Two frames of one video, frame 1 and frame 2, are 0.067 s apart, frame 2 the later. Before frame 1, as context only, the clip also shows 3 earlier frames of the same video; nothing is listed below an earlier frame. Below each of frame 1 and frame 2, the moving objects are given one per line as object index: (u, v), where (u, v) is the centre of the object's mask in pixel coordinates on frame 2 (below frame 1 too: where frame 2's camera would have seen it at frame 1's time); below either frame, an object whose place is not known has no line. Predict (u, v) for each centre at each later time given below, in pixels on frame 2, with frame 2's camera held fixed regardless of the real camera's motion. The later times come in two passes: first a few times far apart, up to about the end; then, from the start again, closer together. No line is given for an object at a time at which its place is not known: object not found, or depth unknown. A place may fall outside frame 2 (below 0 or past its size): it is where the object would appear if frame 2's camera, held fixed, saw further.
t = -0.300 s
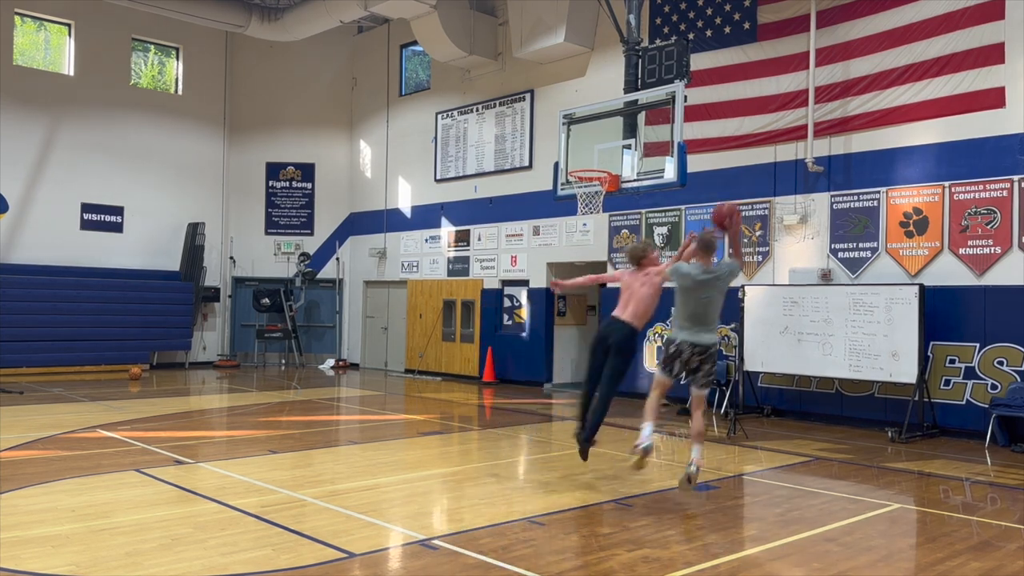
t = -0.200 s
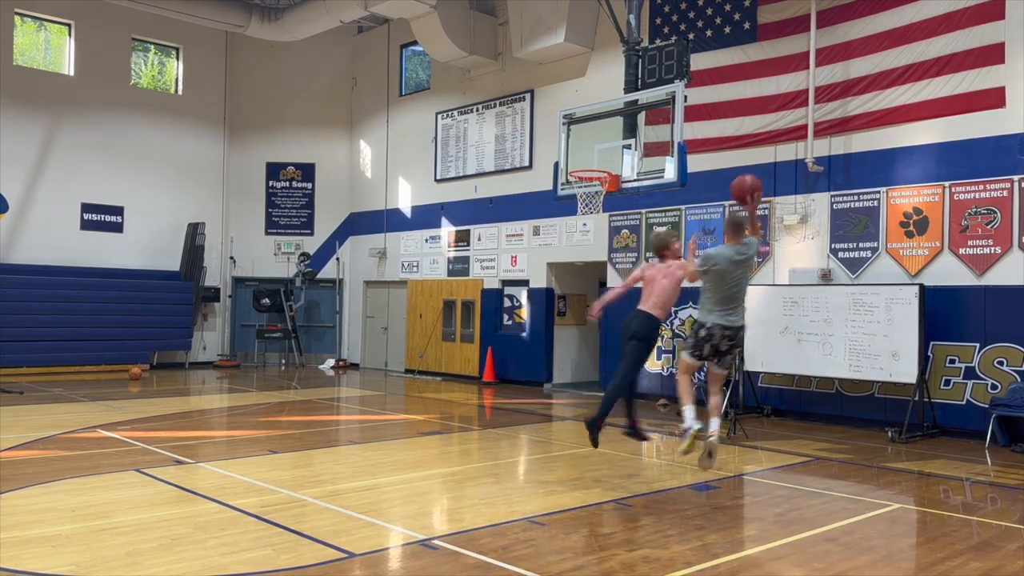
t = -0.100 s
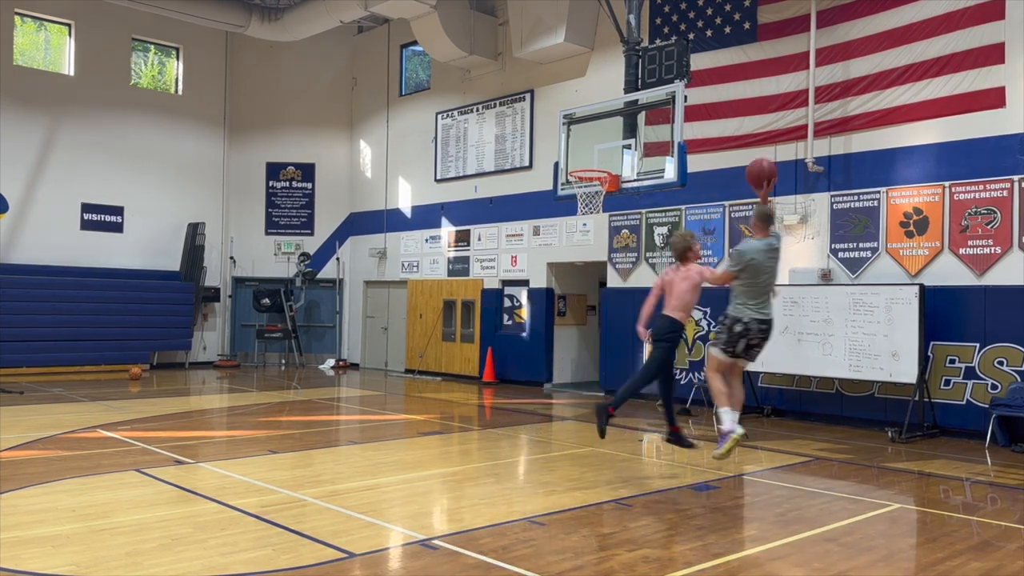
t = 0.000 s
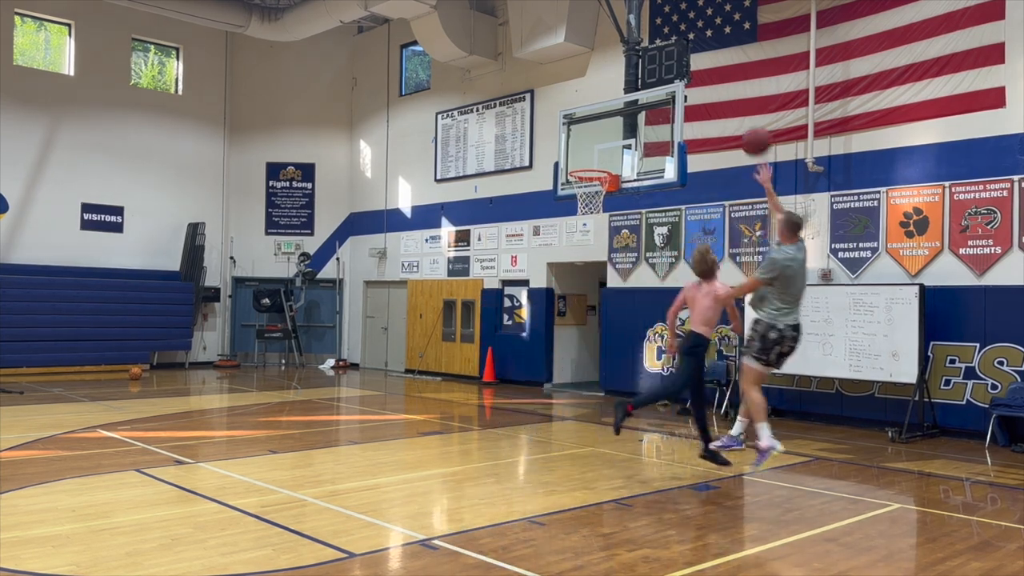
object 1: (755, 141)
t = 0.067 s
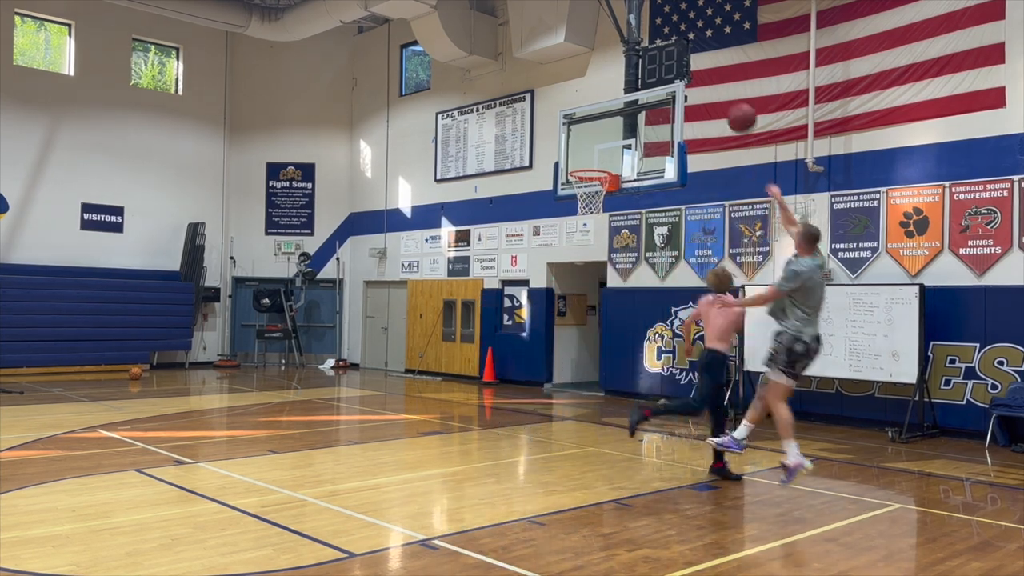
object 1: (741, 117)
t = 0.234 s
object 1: (710, 88)
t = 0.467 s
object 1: (673, 98)
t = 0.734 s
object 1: (616, 142)
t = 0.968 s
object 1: (574, 190)
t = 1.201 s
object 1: (533, 277)
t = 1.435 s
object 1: (486, 434)
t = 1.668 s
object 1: (455, 366)
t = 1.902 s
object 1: (424, 288)
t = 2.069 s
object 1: (357, 302)
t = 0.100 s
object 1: (735, 110)
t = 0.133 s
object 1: (729, 101)
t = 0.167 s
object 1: (722, 96)
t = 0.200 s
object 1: (716, 91)
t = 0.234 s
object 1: (710, 88)
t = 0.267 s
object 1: (704, 86)
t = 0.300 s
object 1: (698, 86)
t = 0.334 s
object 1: (693, 86)
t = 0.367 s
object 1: (688, 88)
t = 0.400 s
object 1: (683, 90)
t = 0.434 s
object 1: (678, 94)
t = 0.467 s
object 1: (673, 98)
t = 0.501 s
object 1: (668, 103)
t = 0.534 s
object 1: (664, 110)
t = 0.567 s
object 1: (656, 112)
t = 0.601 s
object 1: (648, 117)
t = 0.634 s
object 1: (641, 122)
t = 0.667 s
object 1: (633, 128)
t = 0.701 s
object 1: (625, 135)
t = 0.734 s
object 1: (616, 142)
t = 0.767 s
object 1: (609, 151)
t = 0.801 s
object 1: (601, 160)
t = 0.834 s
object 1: (595, 166)
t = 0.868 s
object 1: (590, 170)
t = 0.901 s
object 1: (585, 176)
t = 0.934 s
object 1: (579, 183)
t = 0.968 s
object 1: (574, 190)
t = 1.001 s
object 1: (568, 199)
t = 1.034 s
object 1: (563, 208)
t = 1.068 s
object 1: (557, 219)
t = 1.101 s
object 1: (552, 231)
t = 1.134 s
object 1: (546, 245)
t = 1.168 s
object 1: (540, 260)
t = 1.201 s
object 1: (533, 277)
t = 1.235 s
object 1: (527, 294)
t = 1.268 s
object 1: (520, 317)
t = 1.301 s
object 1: (513, 338)
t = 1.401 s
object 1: (492, 409)
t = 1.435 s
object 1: (486, 434)
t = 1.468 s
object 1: (478, 465)
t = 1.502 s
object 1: (474, 454)
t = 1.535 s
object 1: (470, 435)
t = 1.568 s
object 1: (466, 417)
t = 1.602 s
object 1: (463, 398)
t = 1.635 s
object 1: (459, 383)
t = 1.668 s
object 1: (455, 366)
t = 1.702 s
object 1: (451, 352)
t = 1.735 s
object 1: (446, 339)
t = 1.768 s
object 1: (442, 326)
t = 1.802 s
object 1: (437, 315)
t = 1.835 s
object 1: (434, 305)
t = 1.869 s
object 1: (430, 296)
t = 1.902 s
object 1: (424, 288)
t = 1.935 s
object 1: (420, 282)
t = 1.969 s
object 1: (415, 276)
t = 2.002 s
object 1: (410, 272)
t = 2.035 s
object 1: (405, 269)
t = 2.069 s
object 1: (357, 302)
